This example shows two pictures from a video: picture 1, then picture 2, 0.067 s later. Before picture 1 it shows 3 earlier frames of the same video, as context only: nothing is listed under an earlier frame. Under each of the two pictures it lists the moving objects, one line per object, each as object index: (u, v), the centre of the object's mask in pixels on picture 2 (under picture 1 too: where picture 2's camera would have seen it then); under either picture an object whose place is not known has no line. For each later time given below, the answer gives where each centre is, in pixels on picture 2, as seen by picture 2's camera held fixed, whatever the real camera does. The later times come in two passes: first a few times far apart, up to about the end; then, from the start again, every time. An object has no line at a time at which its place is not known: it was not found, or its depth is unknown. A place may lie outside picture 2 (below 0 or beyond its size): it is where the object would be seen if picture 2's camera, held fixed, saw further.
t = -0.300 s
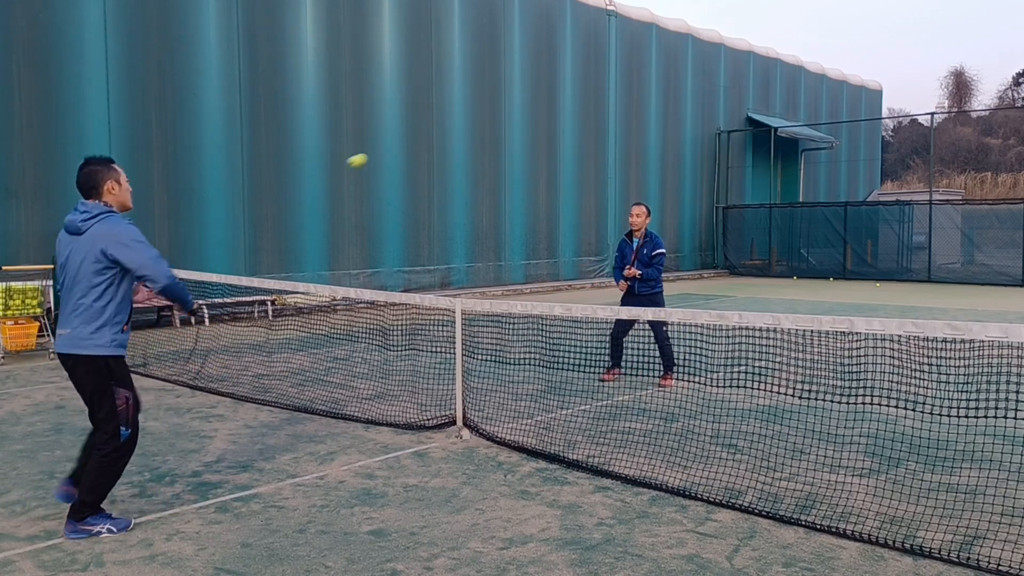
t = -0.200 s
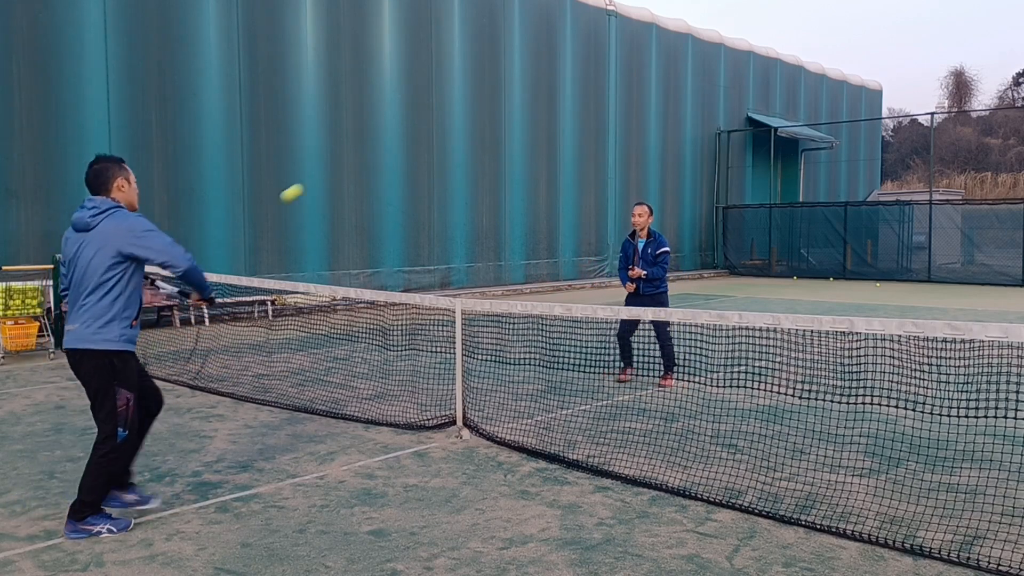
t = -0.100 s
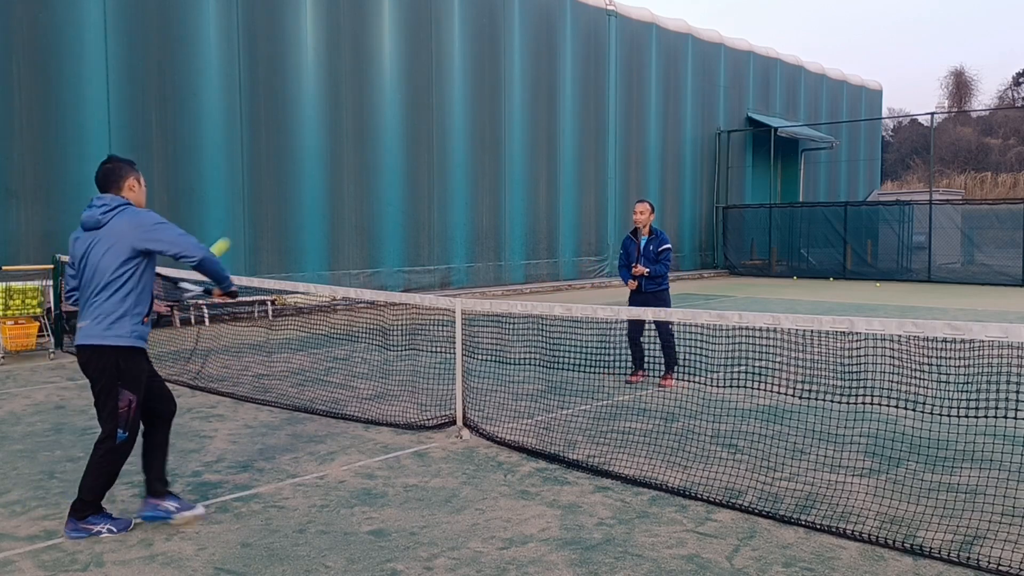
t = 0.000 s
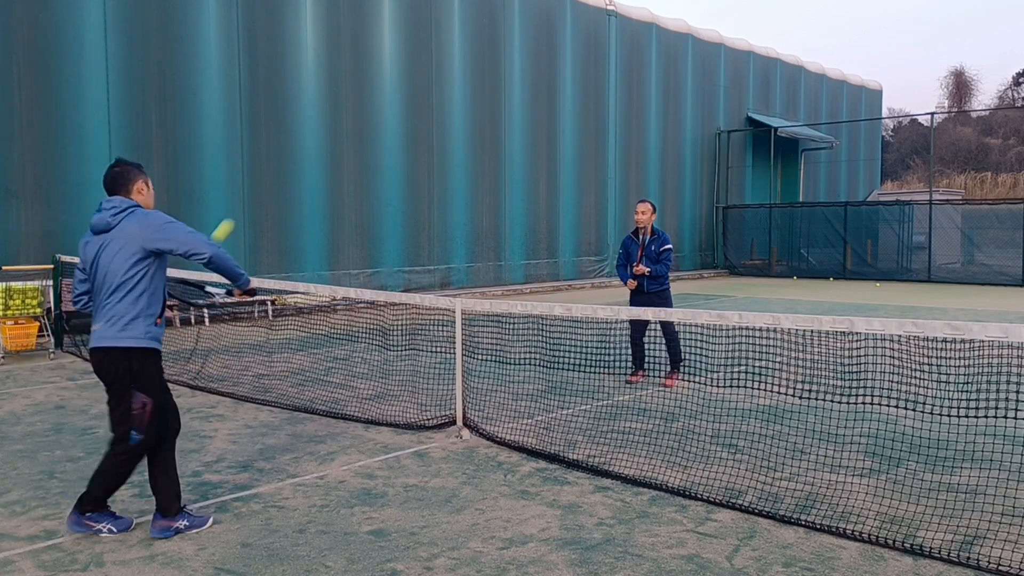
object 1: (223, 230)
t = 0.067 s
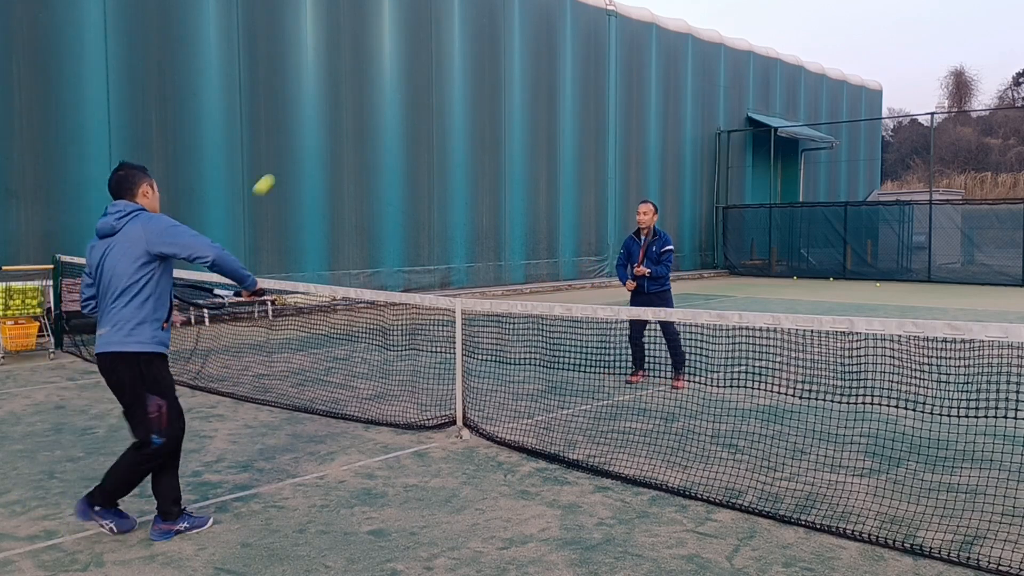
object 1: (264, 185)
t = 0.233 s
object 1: (355, 113)
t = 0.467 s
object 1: (461, 103)
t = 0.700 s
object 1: (545, 172)
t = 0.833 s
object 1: (586, 241)
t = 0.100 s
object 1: (283, 166)
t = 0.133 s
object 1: (302, 149)
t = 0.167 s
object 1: (321, 135)
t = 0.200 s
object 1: (338, 123)
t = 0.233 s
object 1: (355, 113)
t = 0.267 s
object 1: (371, 106)
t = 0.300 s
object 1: (388, 100)
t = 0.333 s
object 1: (404, 97)
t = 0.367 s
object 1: (418, 96)
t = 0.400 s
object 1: (432, 96)
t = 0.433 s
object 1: (446, 98)
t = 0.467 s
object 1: (461, 103)
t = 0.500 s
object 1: (473, 108)
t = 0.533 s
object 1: (486, 115)
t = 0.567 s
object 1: (499, 124)
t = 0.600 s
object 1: (511, 134)
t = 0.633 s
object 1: (523, 146)
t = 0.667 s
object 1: (534, 159)
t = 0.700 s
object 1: (545, 172)
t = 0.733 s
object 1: (556, 188)
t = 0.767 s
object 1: (566, 205)
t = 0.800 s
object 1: (576, 222)
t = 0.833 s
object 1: (586, 241)
